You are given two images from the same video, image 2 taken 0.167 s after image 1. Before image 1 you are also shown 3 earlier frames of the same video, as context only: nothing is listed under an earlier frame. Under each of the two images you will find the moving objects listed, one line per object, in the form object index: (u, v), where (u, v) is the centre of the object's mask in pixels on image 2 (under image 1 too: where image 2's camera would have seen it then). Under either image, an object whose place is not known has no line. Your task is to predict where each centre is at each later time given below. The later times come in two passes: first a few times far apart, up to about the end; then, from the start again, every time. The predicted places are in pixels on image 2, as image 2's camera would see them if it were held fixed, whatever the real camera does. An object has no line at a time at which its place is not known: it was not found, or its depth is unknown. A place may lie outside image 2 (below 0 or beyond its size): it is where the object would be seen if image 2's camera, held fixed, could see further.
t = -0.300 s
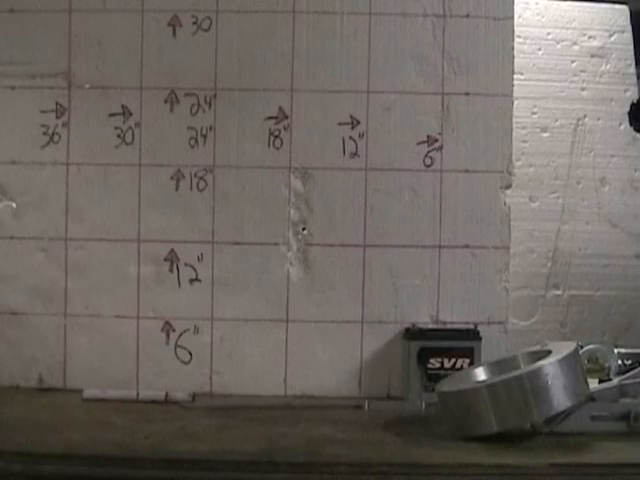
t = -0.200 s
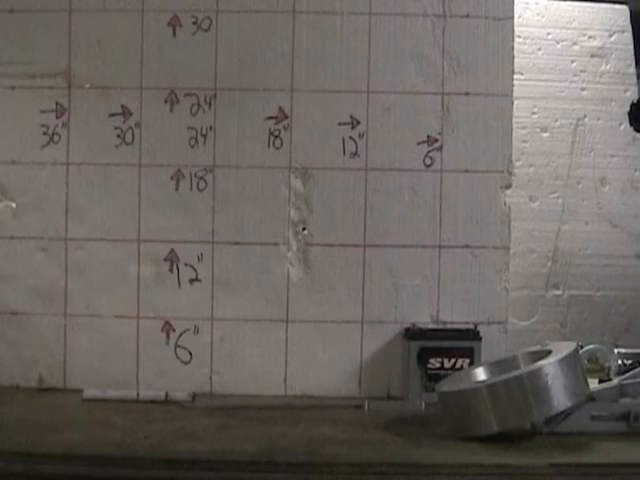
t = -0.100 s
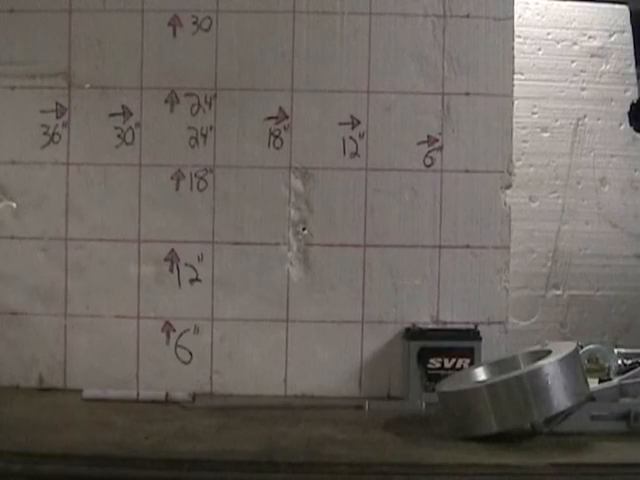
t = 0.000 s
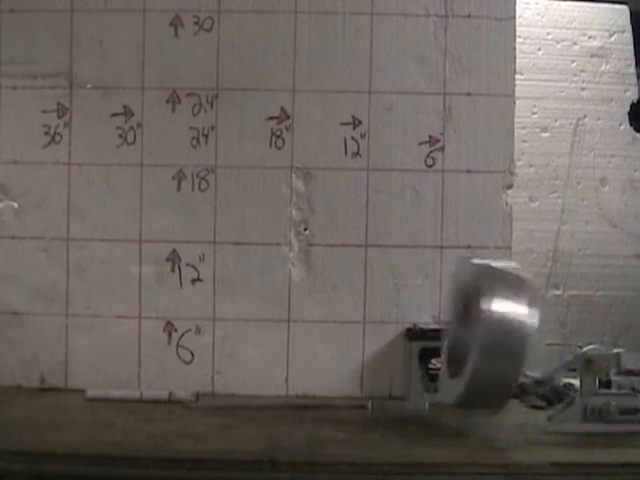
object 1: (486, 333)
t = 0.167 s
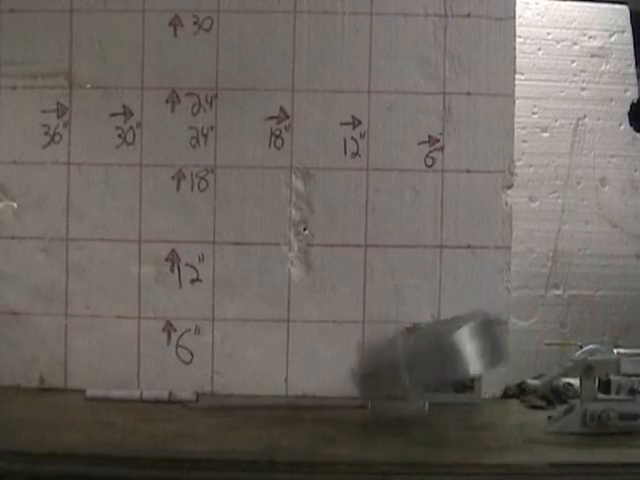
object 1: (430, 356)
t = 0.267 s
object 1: (412, 377)
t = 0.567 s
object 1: (395, 409)
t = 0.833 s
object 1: (395, 412)
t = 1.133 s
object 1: (395, 413)
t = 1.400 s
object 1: (394, 413)
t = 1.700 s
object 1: (394, 413)
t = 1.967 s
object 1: (394, 413)
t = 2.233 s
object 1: (394, 413)
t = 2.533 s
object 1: (394, 413)
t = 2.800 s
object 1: (394, 413)
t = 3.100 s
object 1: (394, 413)
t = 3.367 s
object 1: (394, 413)
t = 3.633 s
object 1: (394, 413)
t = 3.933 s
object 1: (394, 413)
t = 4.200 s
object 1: (394, 413)
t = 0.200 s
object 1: (419, 377)
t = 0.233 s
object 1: (414, 377)
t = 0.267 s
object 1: (412, 377)
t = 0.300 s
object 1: (411, 377)
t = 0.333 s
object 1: (399, 395)
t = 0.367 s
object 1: (398, 406)
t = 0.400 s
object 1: (395, 409)
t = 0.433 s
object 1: (393, 407)
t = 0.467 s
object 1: (393, 407)
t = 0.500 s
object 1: (395, 410)
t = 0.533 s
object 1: (394, 411)
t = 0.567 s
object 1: (395, 409)
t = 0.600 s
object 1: (396, 410)
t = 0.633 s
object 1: (396, 411)
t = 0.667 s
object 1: (396, 410)
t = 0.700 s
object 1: (396, 410)
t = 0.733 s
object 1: (396, 411)
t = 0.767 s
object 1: (396, 411)
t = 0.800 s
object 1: (396, 412)
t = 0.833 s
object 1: (395, 412)
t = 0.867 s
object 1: (395, 413)
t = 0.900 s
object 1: (395, 413)
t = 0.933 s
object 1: (395, 413)
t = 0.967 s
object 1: (395, 413)
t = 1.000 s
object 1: (395, 413)
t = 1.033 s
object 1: (395, 413)
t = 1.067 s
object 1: (395, 413)
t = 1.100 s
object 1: (395, 413)
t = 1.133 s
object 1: (395, 413)
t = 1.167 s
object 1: (395, 413)
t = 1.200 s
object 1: (394, 413)
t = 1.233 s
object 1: (394, 413)
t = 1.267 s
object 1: (394, 413)
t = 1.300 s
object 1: (395, 413)
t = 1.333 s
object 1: (395, 413)
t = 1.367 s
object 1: (395, 413)
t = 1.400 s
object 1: (394, 413)
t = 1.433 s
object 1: (394, 413)
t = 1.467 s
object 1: (394, 413)
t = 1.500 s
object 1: (394, 413)
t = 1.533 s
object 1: (394, 413)
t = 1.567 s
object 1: (394, 413)
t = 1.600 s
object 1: (394, 413)
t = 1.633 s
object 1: (394, 413)
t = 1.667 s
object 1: (394, 413)
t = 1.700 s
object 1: (394, 413)
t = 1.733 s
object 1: (394, 413)
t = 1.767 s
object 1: (394, 413)
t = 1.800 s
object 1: (394, 413)
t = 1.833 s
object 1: (394, 413)
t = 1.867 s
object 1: (395, 413)
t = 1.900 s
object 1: (394, 413)
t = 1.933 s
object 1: (394, 413)
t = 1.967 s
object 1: (394, 413)
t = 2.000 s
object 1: (394, 413)
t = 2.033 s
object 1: (394, 413)
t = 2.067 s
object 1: (394, 413)
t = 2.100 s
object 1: (394, 413)
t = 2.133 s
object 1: (394, 413)
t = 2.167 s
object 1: (394, 413)
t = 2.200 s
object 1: (394, 413)
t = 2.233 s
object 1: (394, 413)
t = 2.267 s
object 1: (394, 413)
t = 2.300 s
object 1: (394, 413)
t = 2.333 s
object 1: (394, 413)
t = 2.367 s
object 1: (394, 413)
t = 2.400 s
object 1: (394, 413)
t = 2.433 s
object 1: (394, 413)
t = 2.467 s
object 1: (394, 413)
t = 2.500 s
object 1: (394, 413)
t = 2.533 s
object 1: (394, 413)
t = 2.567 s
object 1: (394, 413)
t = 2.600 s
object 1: (394, 413)
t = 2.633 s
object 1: (394, 413)
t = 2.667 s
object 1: (394, 413)
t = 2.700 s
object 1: (394, 413)
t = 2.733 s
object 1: (394, 413)
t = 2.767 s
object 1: (394, 413)
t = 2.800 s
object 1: (394, 413)
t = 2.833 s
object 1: (394, 413)
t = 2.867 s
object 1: (394, 413)
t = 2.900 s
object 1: (394, 413)
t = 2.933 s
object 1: (394, 413)
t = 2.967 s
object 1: (394, 413)
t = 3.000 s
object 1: (394, 413)
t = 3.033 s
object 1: (394, 413)
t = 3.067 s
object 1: (394, 413)
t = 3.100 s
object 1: (394, 413)
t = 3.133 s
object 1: (394, 413)
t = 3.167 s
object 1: (394, 413)
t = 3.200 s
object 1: (394, 413)
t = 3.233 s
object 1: (394, 413)
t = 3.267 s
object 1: (394, 413)
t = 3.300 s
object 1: (394, 413)
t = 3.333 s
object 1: (394, 413)
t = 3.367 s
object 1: (394, 413)
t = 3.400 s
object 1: (394, 413)
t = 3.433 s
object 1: (394, 413)
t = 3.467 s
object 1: (394, 413)
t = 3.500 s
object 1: (394, 413)
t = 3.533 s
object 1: (394, 413)
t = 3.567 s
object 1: (394, 413)
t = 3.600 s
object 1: (394, 413)
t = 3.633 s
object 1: (394, 413)
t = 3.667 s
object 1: (394, 413)
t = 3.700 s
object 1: (394, 413)
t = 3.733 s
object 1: (394, 413)
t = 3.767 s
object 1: (394, 413)
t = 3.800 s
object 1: (394, 413)
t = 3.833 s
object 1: (394, 413)
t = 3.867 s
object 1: (394, 413)
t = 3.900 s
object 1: (394, 413)
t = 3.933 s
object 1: (394, 413)
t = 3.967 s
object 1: (394, 413)
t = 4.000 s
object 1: (394, 413)
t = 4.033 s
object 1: (394, 413)
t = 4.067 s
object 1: (394, 413)
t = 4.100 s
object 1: (394, 413)
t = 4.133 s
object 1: (394, 413)
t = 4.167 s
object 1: (394, 413)
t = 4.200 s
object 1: (394, 413)
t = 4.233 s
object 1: (394, 413)
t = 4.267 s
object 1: (394, 413)
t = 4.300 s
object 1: (394, 413)
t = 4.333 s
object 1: (394, 413)
